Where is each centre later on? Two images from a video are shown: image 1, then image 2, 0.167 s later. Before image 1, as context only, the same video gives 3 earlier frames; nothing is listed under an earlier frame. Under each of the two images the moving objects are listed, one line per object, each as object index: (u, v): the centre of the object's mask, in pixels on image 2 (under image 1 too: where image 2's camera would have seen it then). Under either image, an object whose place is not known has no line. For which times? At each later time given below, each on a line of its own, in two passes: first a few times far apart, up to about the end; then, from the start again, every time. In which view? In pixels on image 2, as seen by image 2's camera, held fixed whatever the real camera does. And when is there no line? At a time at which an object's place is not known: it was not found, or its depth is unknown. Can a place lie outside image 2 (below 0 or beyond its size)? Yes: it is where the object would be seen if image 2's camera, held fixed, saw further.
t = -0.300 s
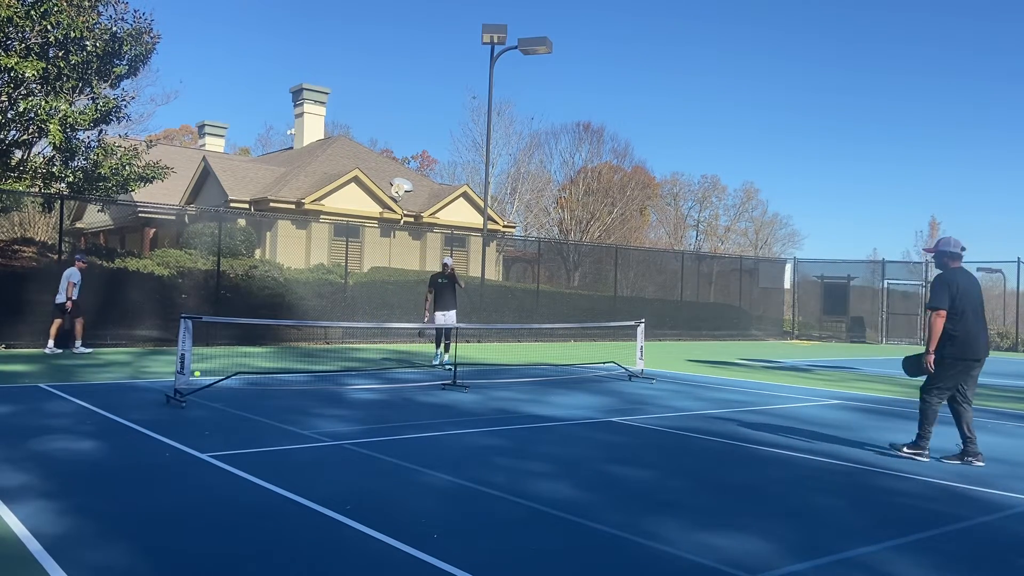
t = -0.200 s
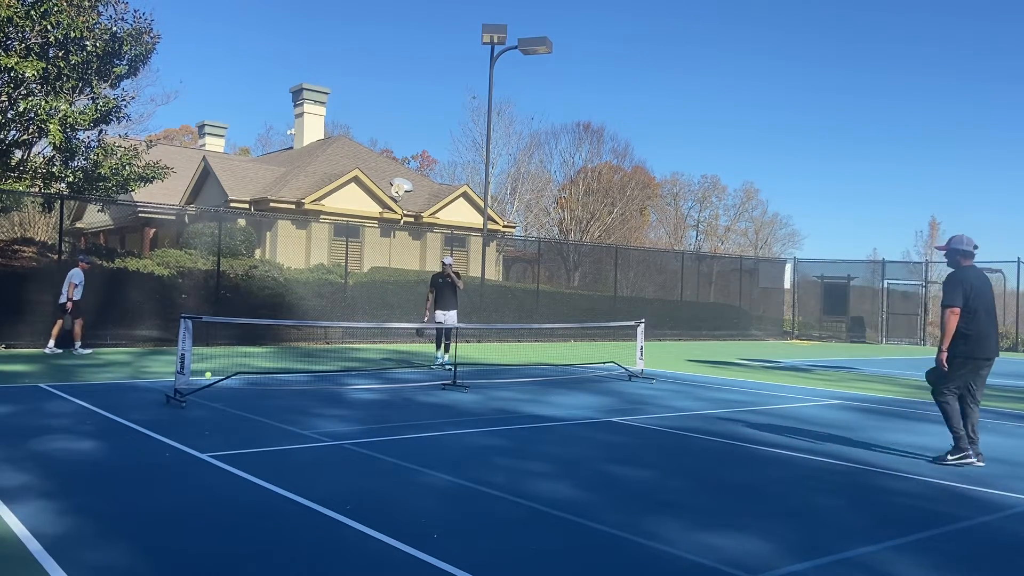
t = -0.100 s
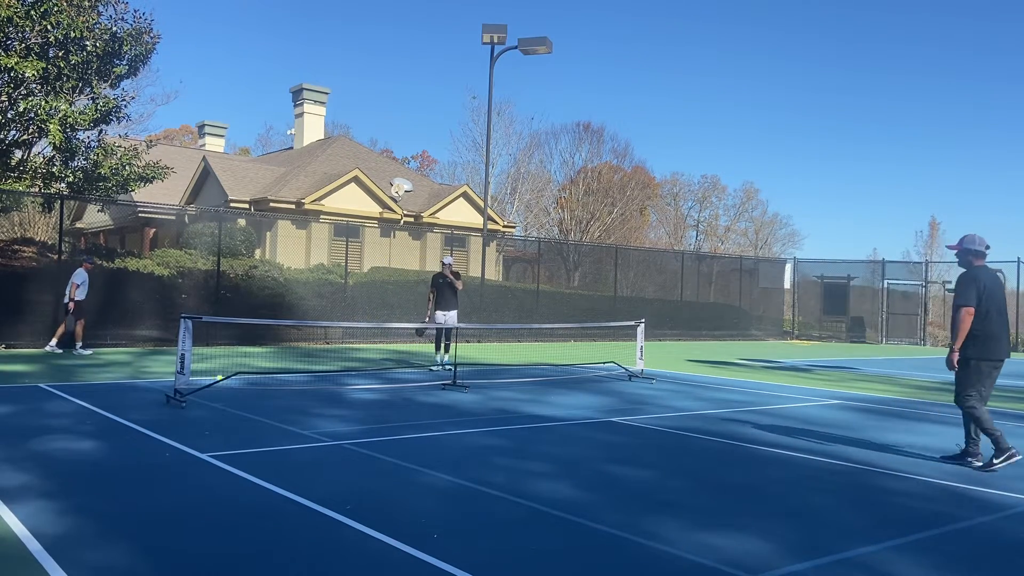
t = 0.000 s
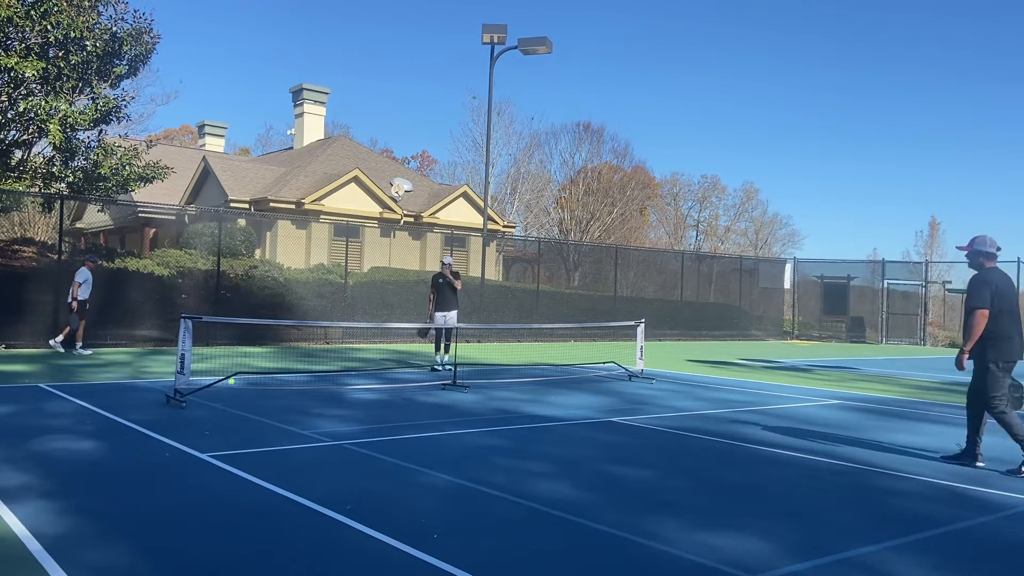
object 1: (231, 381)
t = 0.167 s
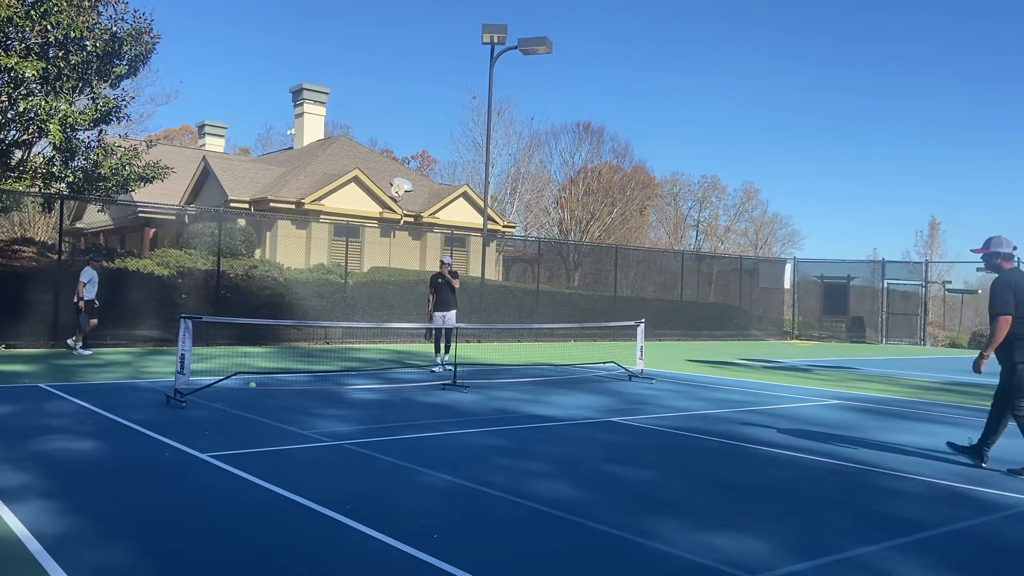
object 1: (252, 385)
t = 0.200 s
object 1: (256, 387)
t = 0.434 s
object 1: (288, 394)
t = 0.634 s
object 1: (317, 401)
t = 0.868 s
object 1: (355, 409)
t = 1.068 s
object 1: (391, 417)
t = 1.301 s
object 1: (437, 427)
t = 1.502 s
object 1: (481, 437)
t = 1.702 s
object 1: (529, 448)
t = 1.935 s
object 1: (592, 461)
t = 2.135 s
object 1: (652, 475)
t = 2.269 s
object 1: (697, 485)
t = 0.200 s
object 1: (256, 387)
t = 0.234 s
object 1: (260, 387)
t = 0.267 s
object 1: (265, 387)
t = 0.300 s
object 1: (269, 389)
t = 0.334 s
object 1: (274, 391)
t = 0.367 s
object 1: (278, 392)
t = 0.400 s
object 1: (283, 392)
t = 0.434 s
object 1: (288, 394)
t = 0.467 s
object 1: (293, 396)
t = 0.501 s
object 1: (297, 395)
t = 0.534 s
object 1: (302, 397)
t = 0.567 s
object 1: (307, 399)
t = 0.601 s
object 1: (312, 400)
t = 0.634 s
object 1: (317, 401)
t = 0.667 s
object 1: (322, 403)
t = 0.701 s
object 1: (327, 403)
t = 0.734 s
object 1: (333, 405)
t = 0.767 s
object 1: (338, 406)
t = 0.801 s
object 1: (344, 407)
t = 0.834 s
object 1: (349, 408)
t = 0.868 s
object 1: (355, 409)
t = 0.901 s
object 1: (361, 409)
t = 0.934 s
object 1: (367, 412)
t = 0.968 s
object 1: (373, 413)
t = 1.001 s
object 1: (379, 415)
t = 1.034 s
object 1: (385, 415)
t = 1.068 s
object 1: (391, 417)
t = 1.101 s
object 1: (397, 418)
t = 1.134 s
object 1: (404, 420)
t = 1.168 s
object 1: (410, 421)
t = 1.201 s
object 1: (417, 423)
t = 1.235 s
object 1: (423, 425)
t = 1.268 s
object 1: (430, 426)
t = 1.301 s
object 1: (437, 427)
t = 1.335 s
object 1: (444, 429)
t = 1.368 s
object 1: (451, 430)
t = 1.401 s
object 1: (458, 432)
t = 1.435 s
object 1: (466, 433)
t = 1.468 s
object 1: (473, 435)
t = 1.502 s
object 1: (481, 437)
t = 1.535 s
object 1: (488, 438)
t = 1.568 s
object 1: (496, 440)
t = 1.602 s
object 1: (504, 442)
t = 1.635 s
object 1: (512, 444)
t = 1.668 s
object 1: (521, 445)
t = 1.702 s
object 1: (529, 448)
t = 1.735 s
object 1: (538, 449)
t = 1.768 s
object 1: (546, 451)
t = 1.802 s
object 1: (555, 452)
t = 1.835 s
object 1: (564, 455)
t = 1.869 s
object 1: (573, 456)
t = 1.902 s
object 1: (583, 459)
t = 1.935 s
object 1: (592, 461)
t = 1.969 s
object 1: (602, 464)
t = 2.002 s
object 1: (611, 466)
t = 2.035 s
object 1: (621, 468)
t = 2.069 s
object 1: (631, 471)
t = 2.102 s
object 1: (642, 473)
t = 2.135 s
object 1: (652, 475)
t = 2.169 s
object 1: (663, 478)
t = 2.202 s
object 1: (674, 480)
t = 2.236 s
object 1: (686, 482)
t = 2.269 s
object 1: (697, 485)
